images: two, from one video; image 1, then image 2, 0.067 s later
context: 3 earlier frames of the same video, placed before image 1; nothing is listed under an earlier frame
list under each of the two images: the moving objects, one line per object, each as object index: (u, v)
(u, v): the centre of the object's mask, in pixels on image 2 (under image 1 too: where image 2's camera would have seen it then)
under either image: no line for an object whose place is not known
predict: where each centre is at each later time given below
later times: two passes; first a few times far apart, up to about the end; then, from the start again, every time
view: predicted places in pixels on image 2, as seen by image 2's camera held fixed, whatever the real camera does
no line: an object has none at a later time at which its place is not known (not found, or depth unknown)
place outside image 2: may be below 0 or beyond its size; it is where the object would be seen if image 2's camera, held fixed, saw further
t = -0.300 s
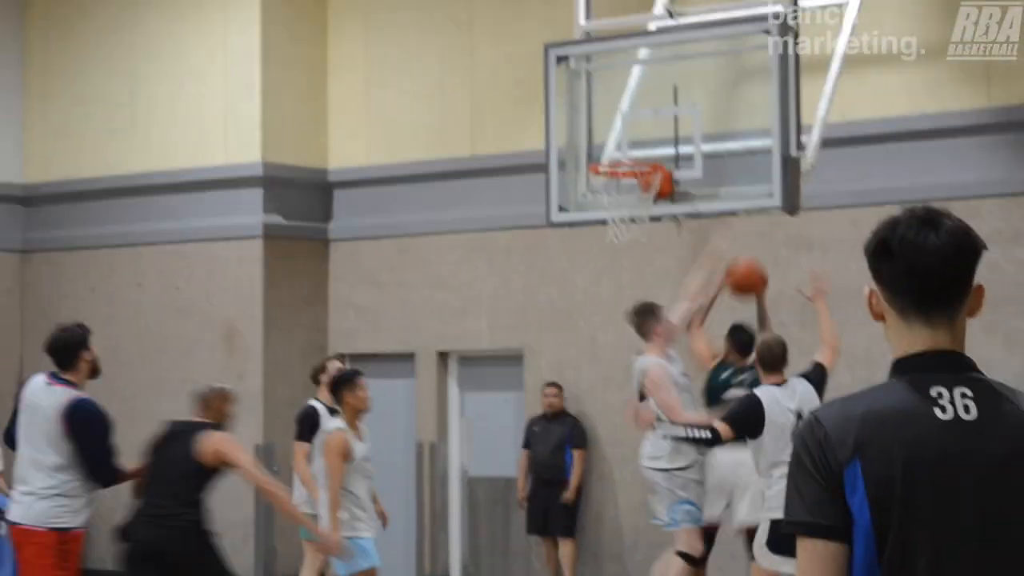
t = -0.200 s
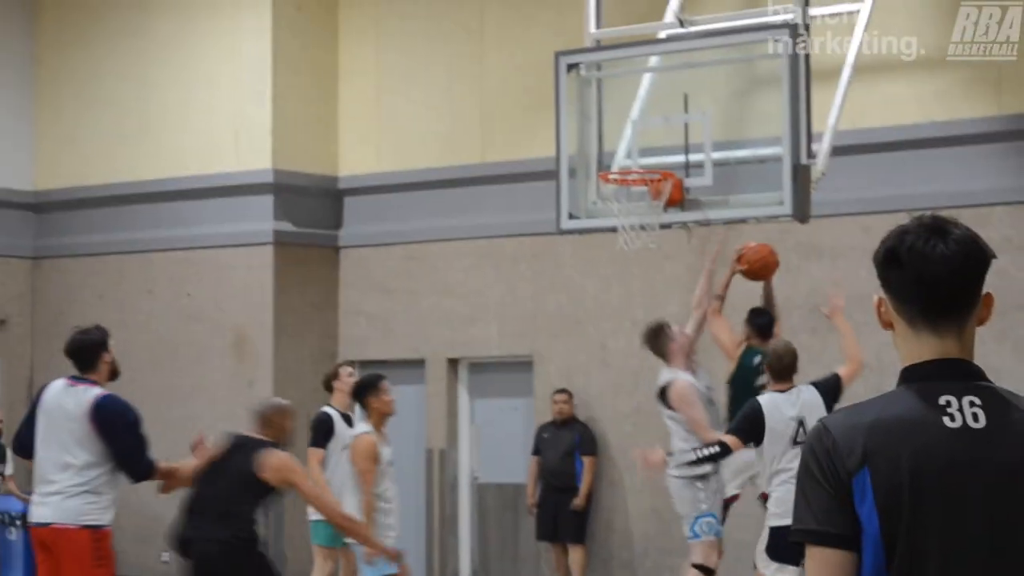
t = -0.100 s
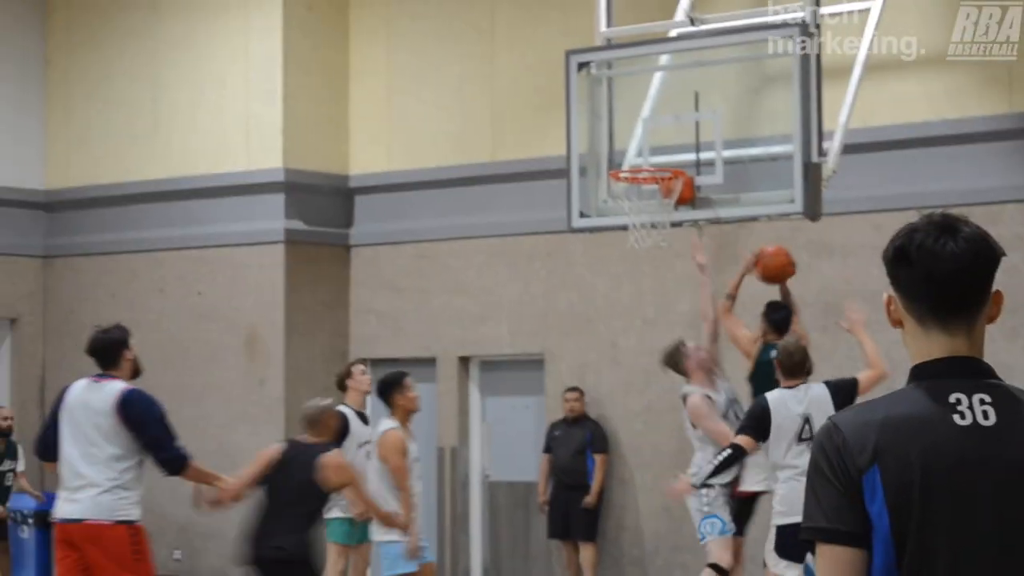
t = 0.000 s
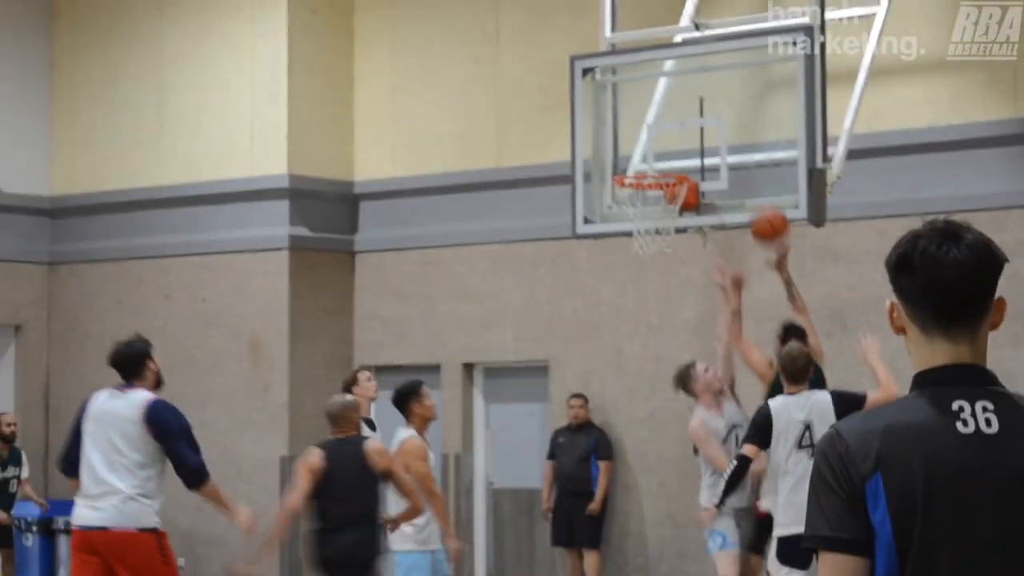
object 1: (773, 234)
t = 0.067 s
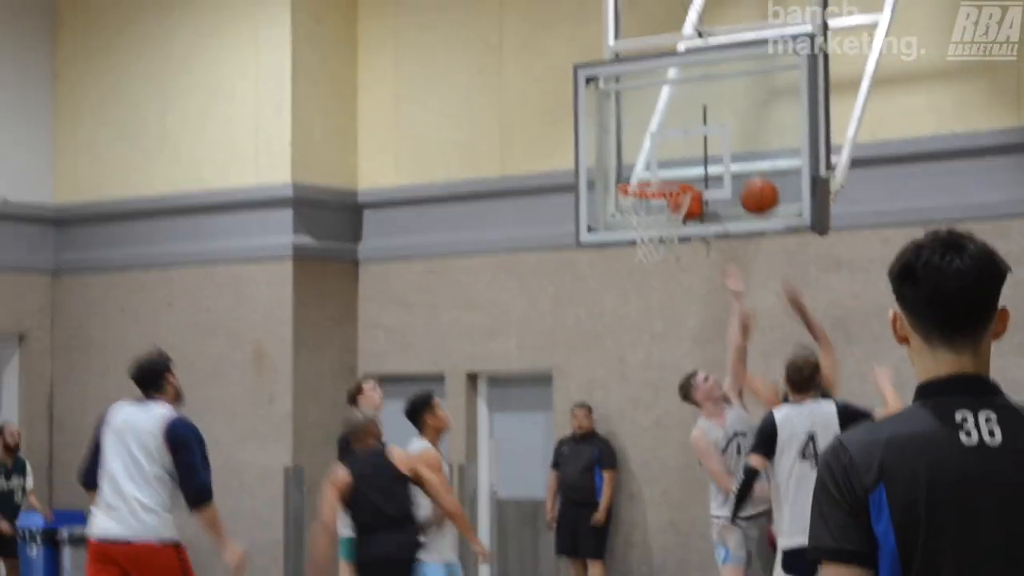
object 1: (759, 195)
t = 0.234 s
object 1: (727, 134)
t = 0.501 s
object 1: (658, 146)
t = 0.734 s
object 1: (668, 199)
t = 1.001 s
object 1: (632, 296)
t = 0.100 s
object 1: (752, 181)
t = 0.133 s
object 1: (746, 166)
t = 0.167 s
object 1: (739, 153)
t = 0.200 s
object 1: (733, 143)
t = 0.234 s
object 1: (727, 134)
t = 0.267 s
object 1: (720, 129)
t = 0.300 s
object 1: (711, 126)
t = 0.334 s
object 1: (702, 125)
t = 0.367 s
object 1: (693, 126)
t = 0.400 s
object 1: (684, 129)
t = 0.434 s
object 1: (676, 133)
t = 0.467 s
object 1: (667, 139)
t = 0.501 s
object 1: (658, 146)
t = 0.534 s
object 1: (649, 156)
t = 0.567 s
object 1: (640, 167)
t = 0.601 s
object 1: (634, 173)
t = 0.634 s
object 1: (645, 174)
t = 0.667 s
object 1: (655, 183)
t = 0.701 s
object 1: (670, 194)
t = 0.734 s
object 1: (668, 199)
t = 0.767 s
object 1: (662, 206)
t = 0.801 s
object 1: (657, 219)
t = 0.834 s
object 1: (652, 230)
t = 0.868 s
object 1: (647, 242)
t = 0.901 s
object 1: (644, 252)
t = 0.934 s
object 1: (639, 266)
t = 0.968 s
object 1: (635, 280)
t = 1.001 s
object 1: (632, 296)
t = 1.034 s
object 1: (627, 315)
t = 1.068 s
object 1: (624, 335)
